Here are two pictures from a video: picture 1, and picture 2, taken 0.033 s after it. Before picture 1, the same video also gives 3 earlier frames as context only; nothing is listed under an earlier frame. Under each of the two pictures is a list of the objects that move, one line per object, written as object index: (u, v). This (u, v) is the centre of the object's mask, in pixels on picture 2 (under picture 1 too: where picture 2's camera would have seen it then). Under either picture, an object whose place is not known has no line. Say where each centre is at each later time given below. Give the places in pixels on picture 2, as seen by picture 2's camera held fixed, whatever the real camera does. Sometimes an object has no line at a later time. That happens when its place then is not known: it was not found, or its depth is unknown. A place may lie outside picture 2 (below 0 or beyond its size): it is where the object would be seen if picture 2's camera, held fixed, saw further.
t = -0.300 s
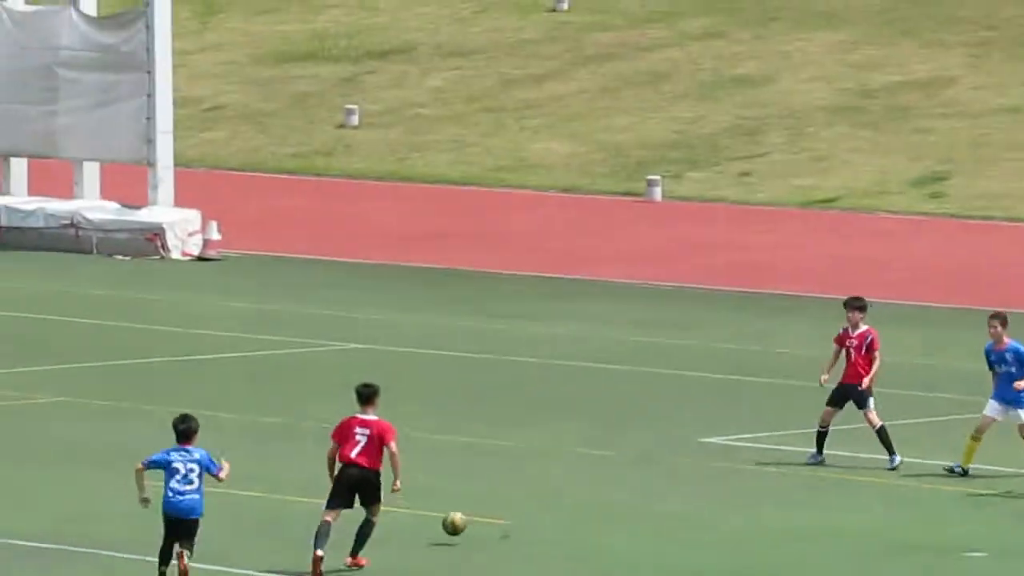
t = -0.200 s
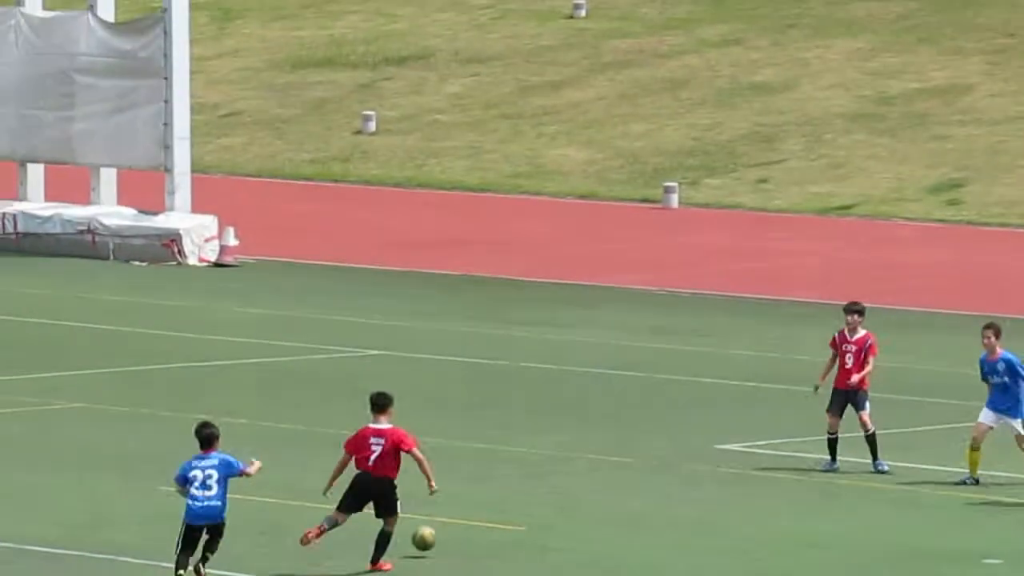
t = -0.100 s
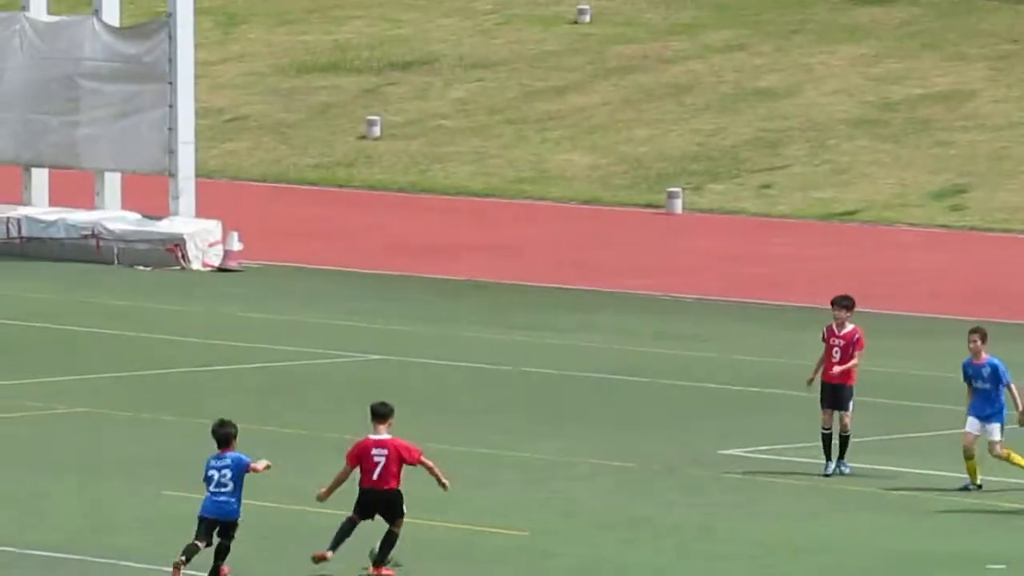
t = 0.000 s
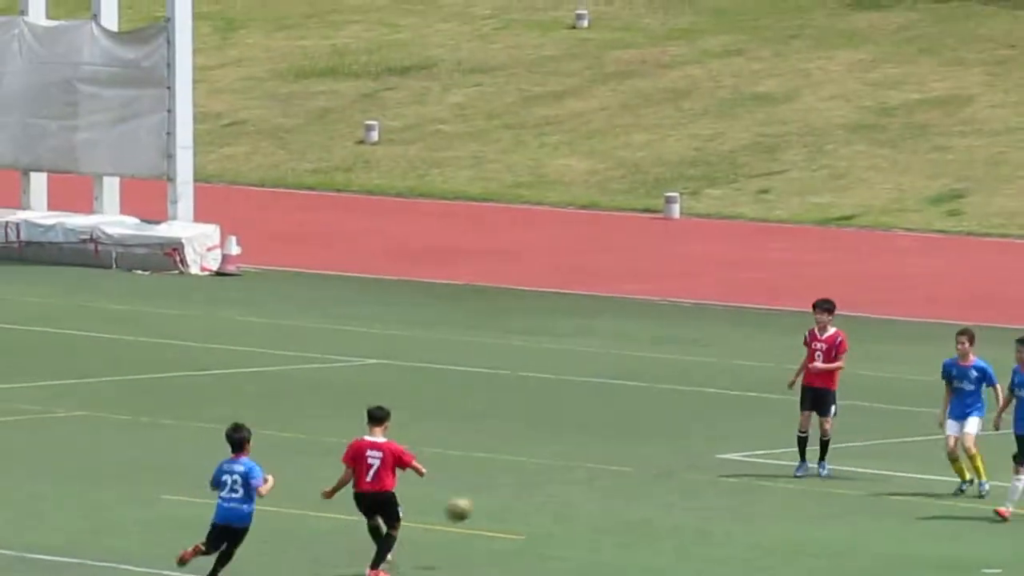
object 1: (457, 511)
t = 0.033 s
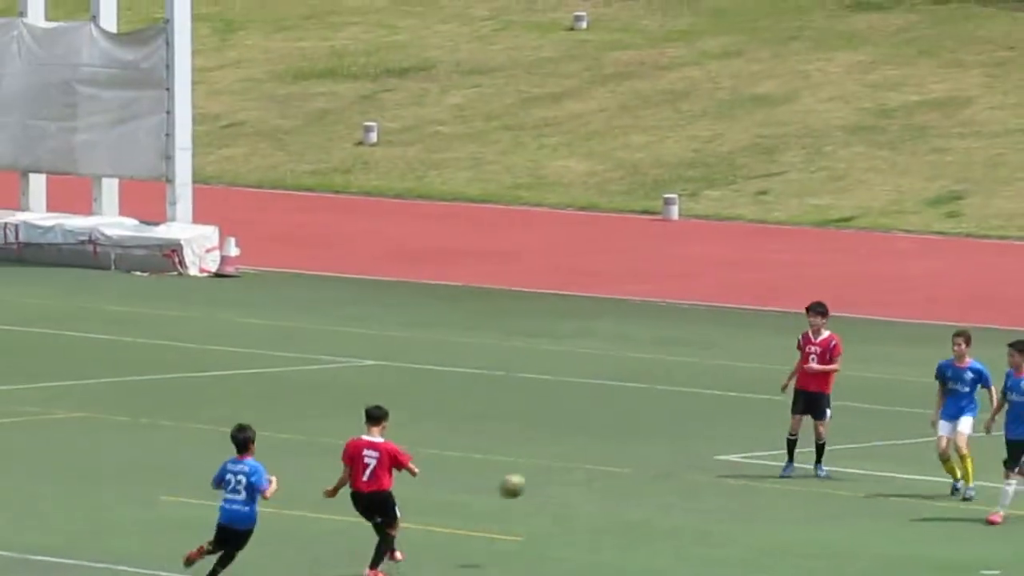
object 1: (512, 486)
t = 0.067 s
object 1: (566, 463)
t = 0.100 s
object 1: (620, 441)
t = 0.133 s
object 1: (674, 420)
